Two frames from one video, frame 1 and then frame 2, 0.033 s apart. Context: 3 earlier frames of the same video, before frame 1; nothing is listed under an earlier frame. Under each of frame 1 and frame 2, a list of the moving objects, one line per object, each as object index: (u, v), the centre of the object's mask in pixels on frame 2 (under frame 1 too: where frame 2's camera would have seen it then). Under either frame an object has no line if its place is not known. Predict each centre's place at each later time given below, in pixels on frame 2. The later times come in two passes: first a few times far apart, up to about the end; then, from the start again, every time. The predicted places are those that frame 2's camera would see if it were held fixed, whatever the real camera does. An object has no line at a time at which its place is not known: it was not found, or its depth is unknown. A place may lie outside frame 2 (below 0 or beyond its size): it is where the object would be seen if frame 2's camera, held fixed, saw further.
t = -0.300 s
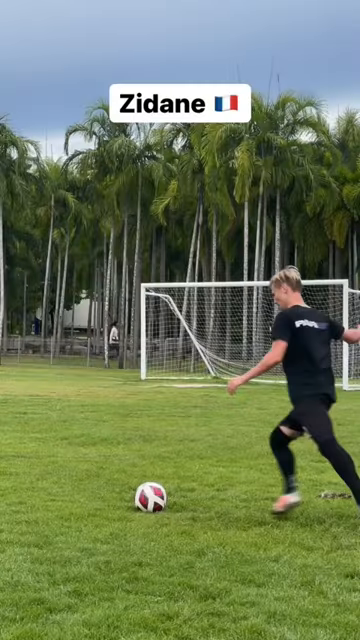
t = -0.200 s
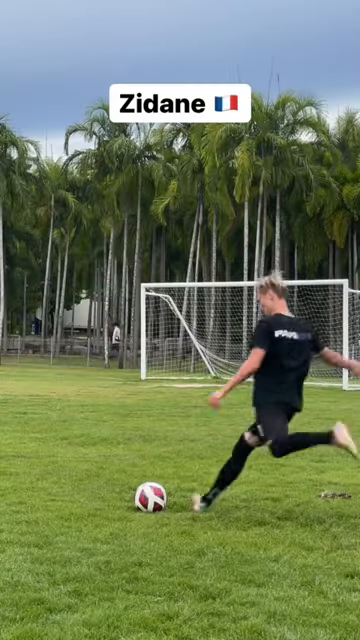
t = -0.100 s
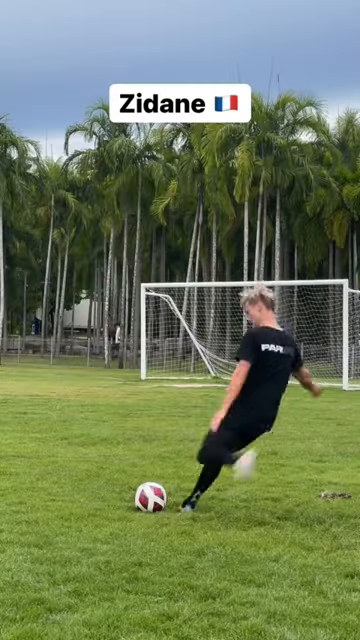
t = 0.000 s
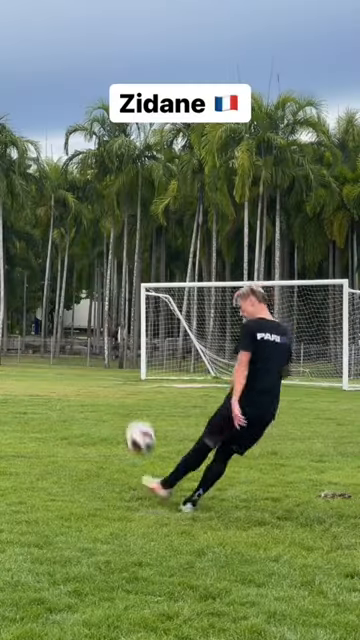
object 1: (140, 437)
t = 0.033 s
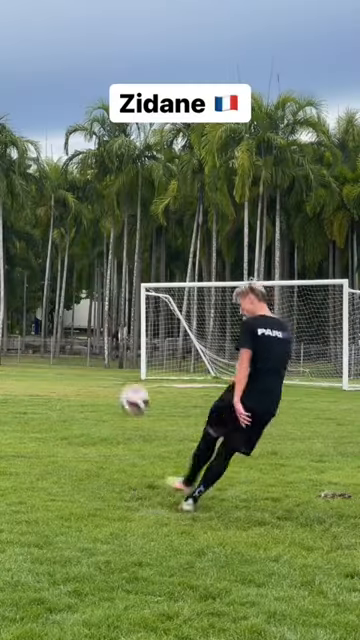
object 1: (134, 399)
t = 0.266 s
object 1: (124, 240)
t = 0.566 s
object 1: (133, 174)
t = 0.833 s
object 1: (149, 168)
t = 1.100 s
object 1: (169, 189)
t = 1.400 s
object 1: (192, 234)
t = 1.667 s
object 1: (201, 281)
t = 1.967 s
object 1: (61, 285)
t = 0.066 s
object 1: (131, 367)
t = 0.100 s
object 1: (127, 338)
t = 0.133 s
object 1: (125, 312)
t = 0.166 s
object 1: (125, 291)
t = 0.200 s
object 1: (124, 272)
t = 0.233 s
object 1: (124, 256)
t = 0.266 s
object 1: (124, 240)
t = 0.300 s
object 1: (124, 229)
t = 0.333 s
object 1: (124, 217)
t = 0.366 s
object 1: (125, 208)
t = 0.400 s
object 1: (126, 199)
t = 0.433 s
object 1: (127, 193)
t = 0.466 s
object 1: (128, 187)
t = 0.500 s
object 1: (130, 182)
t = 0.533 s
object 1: (131, 177)
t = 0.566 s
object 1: (133, 174)
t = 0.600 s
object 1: (135, 171)
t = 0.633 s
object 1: (137, 170)
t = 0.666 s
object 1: (139, 168)
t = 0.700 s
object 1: (140, 167)
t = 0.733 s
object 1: (143, 165)
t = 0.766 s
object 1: (145, 165)
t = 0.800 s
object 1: (147, 166)
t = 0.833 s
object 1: (149, 168)
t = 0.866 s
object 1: (152, 169)
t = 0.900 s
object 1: (154, 170)
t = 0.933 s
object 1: (156, 173)
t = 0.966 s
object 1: (159, 175)
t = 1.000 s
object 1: (161, 178)
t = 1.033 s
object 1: (164, 182)
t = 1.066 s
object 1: (166, 185)
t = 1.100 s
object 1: (169, 189)
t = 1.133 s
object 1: (171, 193)
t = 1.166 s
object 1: (174, 197)
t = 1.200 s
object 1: (176, 202)
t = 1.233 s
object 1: (179, 207)
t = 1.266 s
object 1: (182, 212)
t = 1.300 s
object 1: (184, 217)
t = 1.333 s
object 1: (187, 223)
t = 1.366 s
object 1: (189, 228)
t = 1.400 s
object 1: (192, 234)
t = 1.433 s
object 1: (195, 240)
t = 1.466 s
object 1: (198, 246)
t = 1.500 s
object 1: (200, 253)
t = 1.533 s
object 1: (202, 259)
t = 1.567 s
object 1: (205, 266)
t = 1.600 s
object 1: (208, 273)
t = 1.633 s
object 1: (211, 280)
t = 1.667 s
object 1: (201, 281)
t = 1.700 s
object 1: (184, 279)
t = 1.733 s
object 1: (169, 278)
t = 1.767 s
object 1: (153, 278)
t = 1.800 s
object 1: (138, 278)
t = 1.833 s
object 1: (122, 279)
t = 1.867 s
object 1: (107, 280)
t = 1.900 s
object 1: (91, 281)
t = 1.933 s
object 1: (76, 283)
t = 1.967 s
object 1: (61, 285)
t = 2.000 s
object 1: (46, 288)
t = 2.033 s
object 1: (31, 292)
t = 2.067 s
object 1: (16, 295)
